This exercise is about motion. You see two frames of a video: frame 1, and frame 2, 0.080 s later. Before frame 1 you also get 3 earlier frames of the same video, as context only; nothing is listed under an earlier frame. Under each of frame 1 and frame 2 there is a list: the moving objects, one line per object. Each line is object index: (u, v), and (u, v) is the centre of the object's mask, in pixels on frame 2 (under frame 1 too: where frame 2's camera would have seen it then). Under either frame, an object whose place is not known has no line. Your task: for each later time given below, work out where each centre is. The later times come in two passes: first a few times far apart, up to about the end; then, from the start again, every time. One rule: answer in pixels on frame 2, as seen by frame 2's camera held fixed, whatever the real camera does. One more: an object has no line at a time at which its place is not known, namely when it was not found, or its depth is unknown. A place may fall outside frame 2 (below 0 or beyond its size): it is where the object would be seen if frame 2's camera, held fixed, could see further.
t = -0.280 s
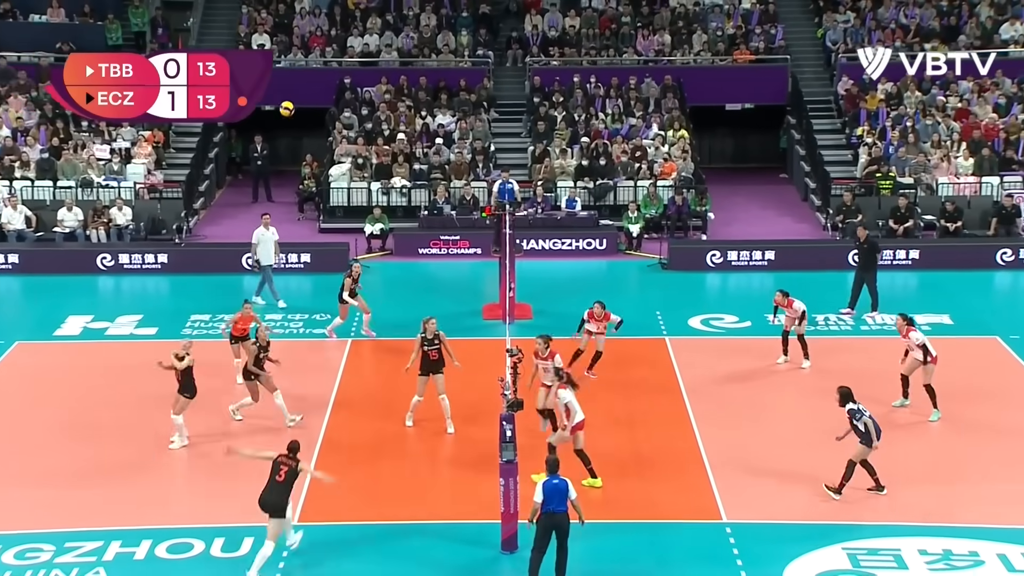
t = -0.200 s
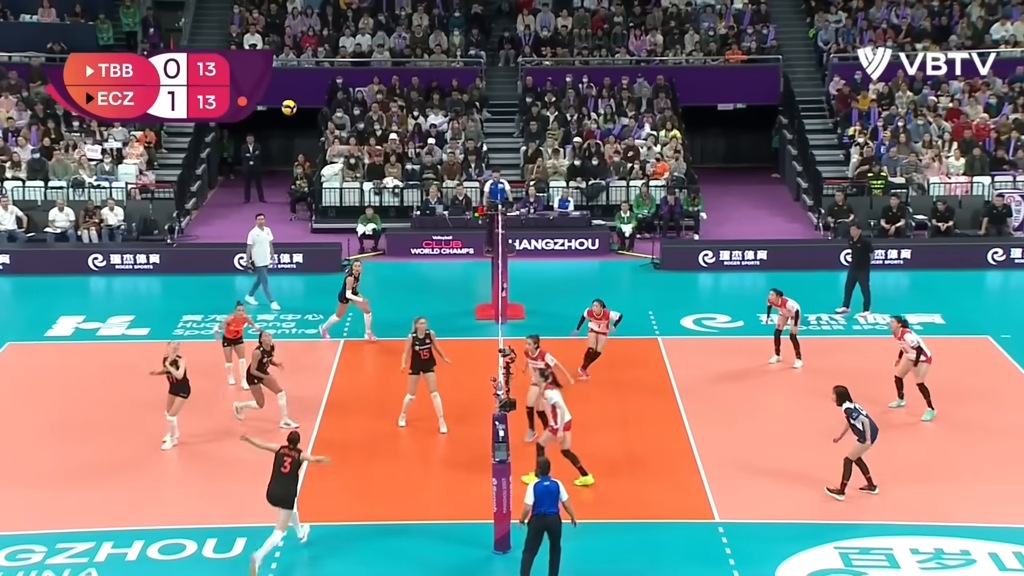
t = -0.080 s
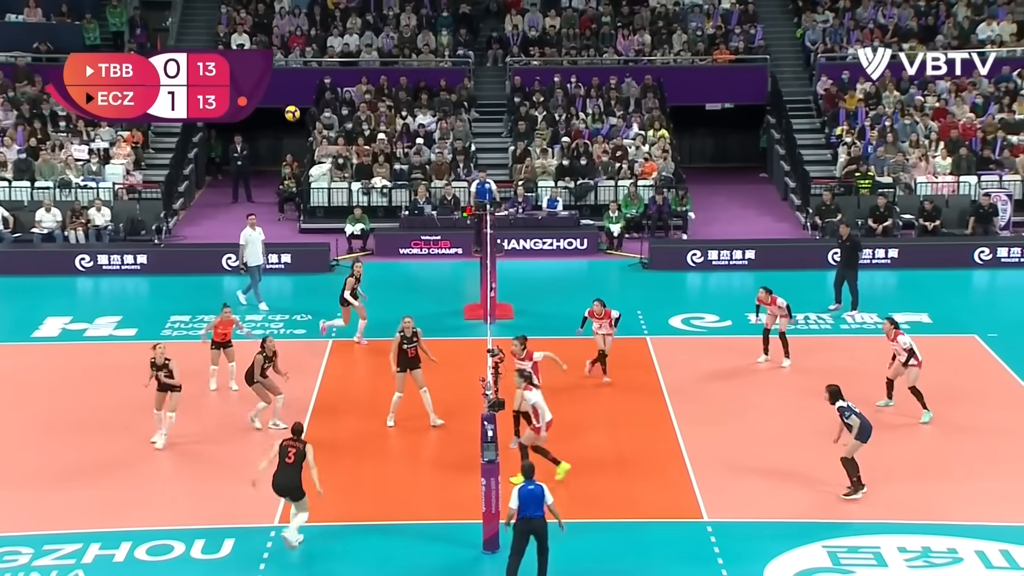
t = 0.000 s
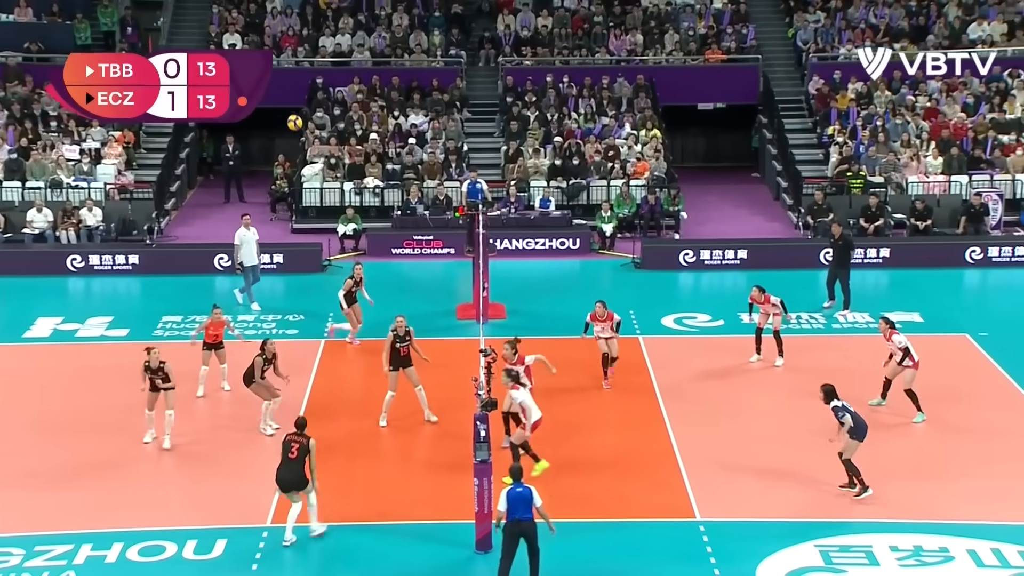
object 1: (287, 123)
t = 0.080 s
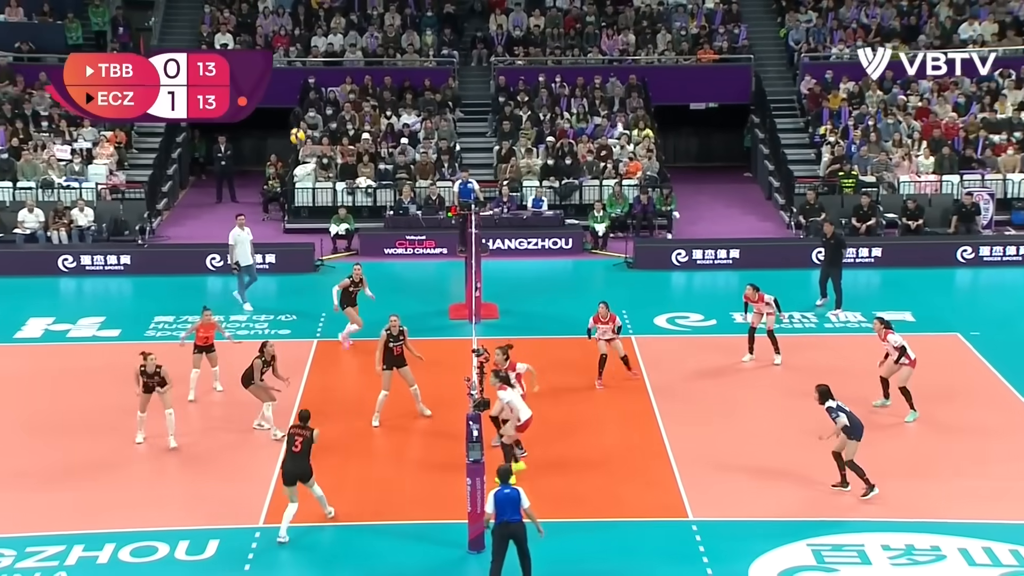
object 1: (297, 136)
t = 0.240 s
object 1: (320, 174)
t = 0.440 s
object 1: (343, 245)
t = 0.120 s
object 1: (302, 144)
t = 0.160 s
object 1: (309, 153)
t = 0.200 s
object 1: (314, 164)
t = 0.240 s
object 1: (320, 174)
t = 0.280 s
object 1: (325, 188)
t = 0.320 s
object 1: (329, 202)
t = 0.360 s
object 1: (333, 214)
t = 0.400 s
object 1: (339, 230)
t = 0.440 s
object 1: (343, 245)
